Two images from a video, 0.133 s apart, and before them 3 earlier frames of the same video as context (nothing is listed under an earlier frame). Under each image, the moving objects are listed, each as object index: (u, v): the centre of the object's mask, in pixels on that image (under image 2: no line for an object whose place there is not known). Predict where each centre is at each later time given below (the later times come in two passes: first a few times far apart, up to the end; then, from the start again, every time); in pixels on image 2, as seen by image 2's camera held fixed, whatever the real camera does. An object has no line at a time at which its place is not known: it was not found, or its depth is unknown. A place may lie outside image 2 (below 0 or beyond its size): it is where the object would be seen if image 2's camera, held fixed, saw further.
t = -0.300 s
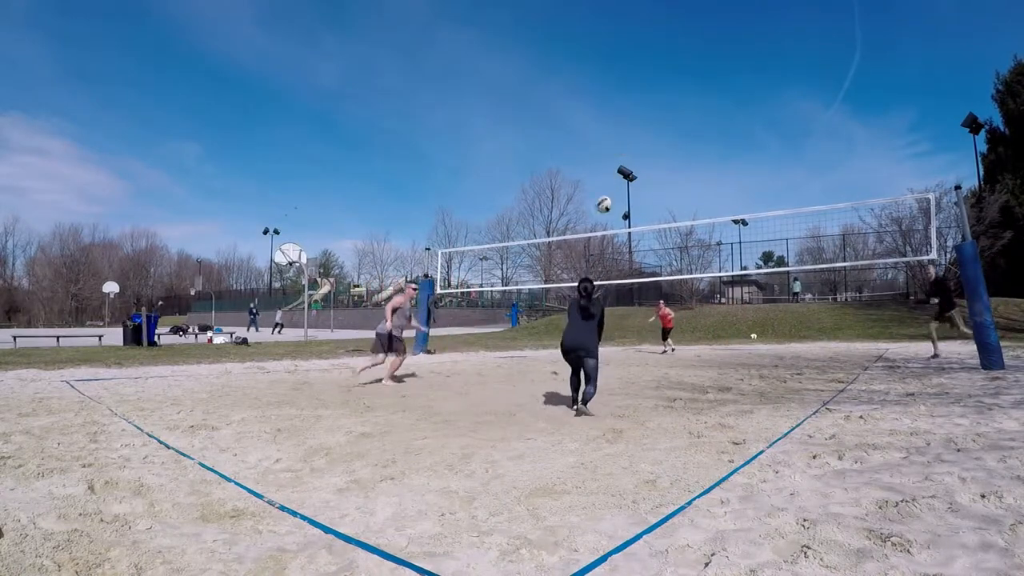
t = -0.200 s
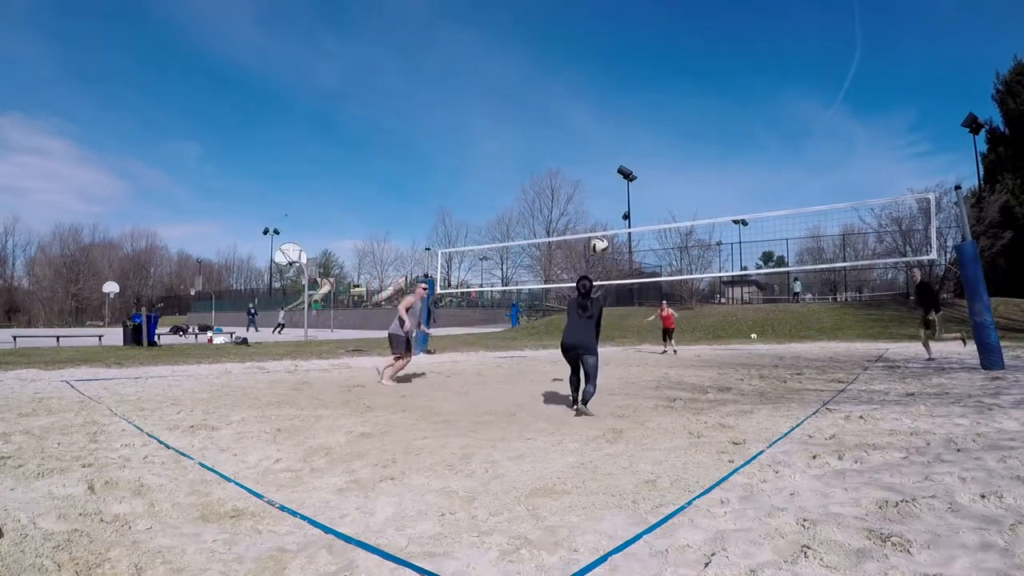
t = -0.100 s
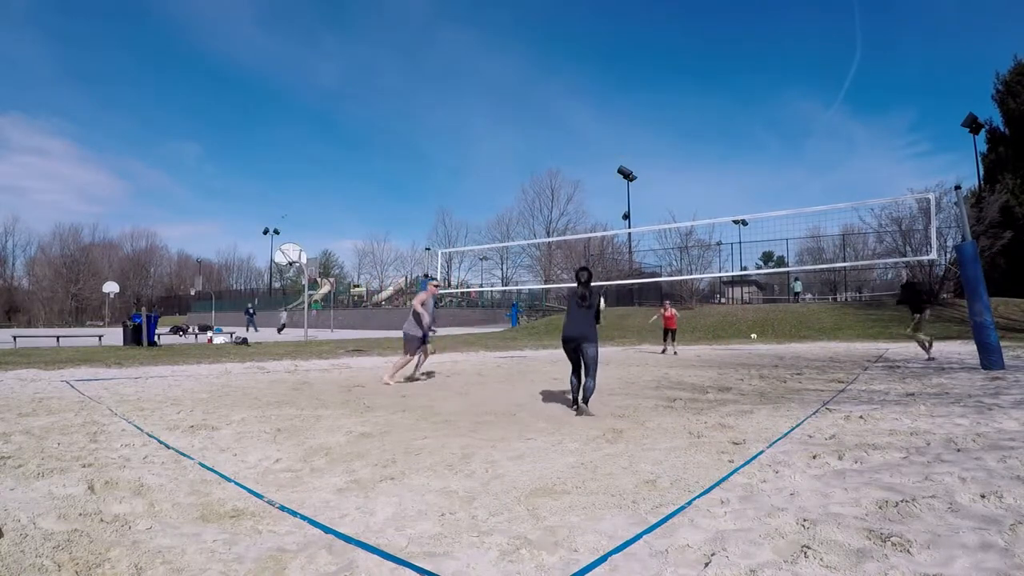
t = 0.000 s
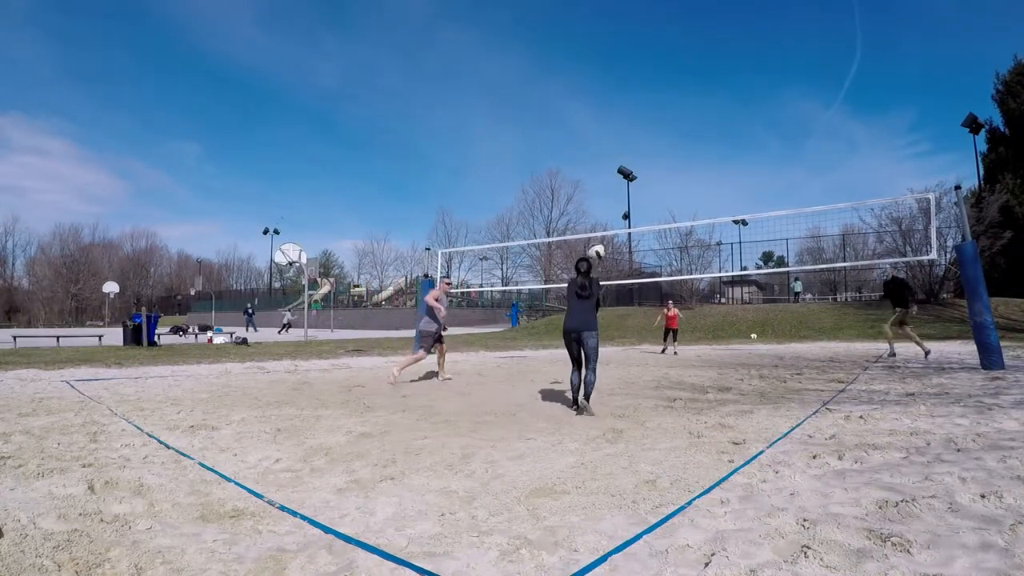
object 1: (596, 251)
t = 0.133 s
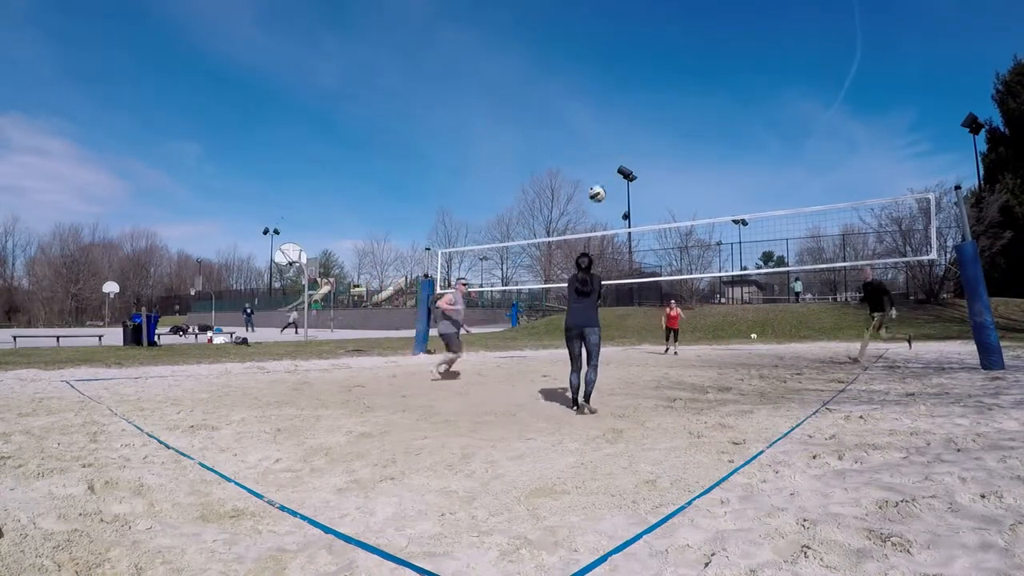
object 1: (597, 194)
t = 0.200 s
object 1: (598, 172)
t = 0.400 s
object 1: (602, 133)
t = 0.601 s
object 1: (606, 126)
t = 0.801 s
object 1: (611, 143)
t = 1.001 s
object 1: (617, 183)
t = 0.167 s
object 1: (597, 183)
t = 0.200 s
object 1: (598, 172)
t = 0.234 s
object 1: (599, 163)
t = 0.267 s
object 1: (599, 156)
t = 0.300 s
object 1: (600, 148)
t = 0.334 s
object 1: (600, 143)
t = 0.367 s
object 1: (601, 139)
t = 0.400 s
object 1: (602, 133)
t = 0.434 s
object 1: (603, 130)
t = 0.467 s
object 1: (603, 127)
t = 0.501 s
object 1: (604, 126)
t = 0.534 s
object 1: (605, 125)
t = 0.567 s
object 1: (605, 125)
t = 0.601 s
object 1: (606, 126)
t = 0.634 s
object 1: (607, 126)
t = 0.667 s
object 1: (607, 128)
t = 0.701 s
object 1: (608, 131)
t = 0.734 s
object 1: (609, 134)
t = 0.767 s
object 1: (610, 138)
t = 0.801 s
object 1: (611, 143)
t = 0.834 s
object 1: (612, 147)
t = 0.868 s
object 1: (613, 153)
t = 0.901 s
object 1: (614, 160)
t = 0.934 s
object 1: (615, 166)
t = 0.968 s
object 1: (616, 175)
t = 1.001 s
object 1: (617, 183)
